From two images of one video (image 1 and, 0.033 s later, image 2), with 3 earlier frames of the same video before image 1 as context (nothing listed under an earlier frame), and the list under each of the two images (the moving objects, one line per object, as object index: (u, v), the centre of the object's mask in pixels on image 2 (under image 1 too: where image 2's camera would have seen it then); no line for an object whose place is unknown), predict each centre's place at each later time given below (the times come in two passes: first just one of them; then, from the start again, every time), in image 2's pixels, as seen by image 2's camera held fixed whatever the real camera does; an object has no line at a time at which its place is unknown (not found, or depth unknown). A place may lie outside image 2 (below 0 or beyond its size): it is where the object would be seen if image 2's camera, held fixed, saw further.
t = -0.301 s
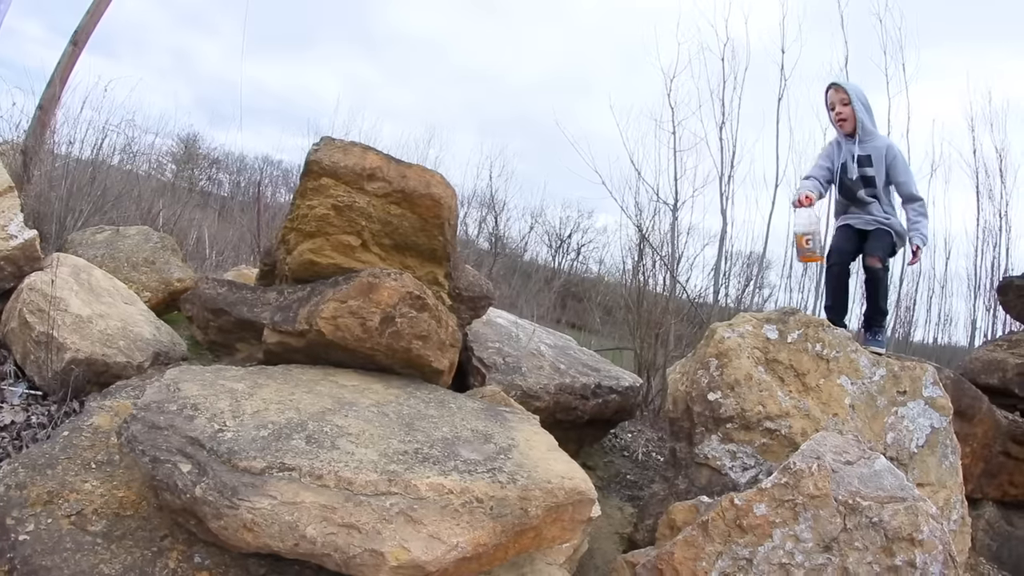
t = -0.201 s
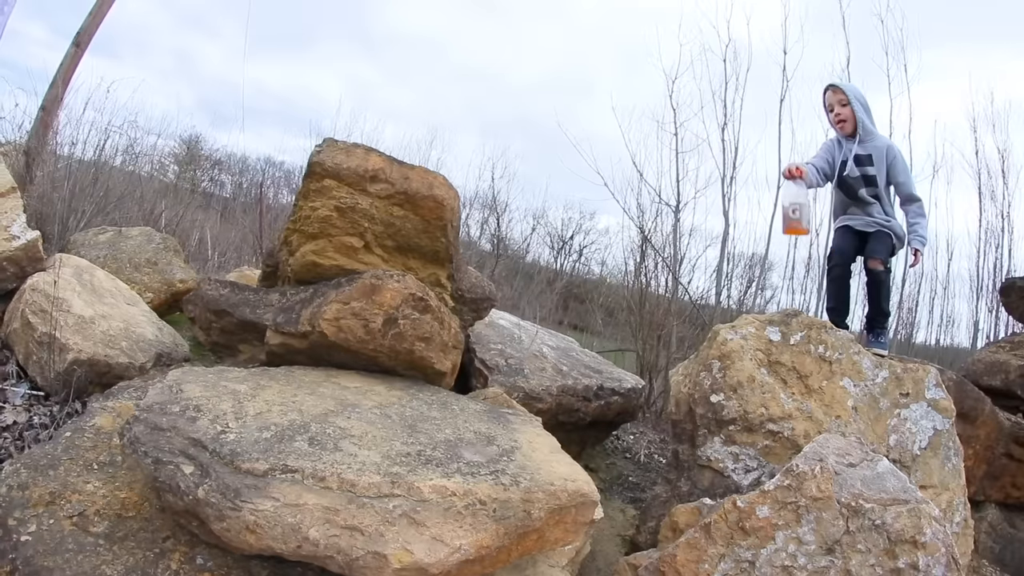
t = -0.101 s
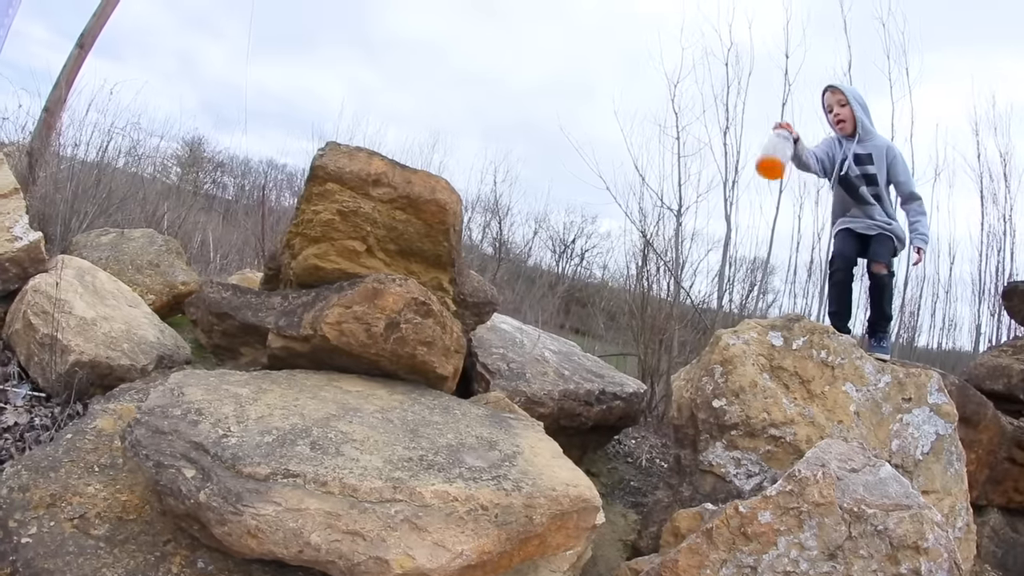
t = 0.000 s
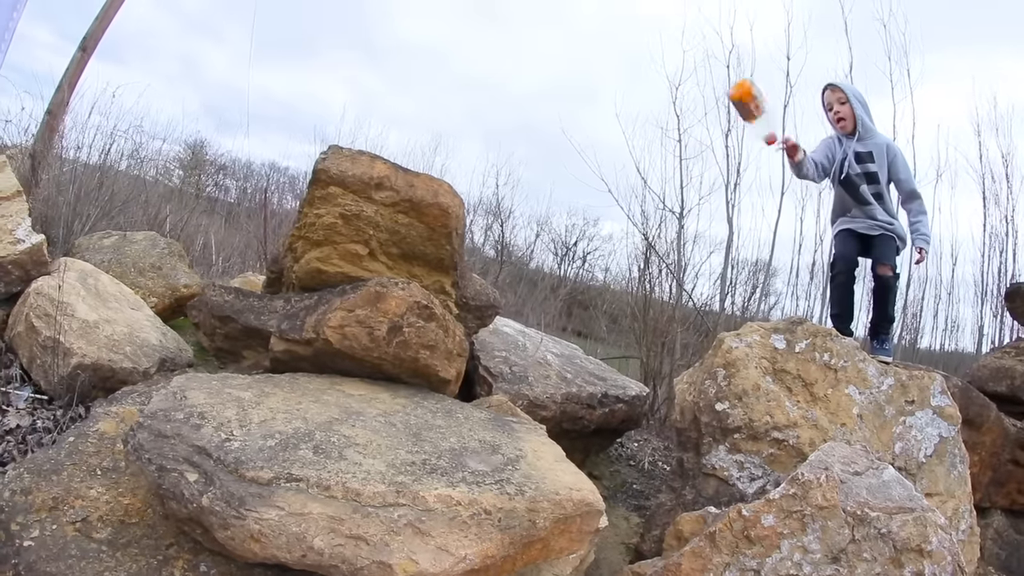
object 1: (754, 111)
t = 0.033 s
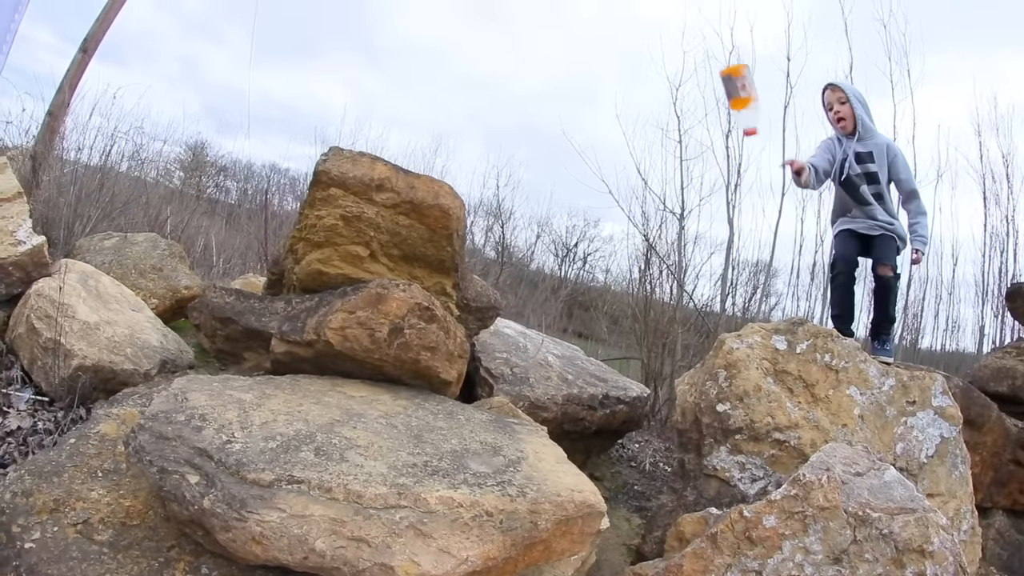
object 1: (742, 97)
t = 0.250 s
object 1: (654, 61)
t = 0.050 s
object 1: (735, 89)
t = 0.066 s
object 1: (729, 82)
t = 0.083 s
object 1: (722, 74)
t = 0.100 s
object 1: (717, 68)
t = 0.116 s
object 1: (711, 64)
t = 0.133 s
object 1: (705, 61)
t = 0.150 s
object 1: (698, 59)
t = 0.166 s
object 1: (691, 57)
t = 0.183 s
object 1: (684, 56)
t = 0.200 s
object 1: (677, 56)
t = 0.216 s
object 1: (669, 57)
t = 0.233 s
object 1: (661, 59)
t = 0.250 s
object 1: (654, 61)
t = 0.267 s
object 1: (646, 65)
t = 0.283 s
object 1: (637, 70)
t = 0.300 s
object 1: (628, 76)
